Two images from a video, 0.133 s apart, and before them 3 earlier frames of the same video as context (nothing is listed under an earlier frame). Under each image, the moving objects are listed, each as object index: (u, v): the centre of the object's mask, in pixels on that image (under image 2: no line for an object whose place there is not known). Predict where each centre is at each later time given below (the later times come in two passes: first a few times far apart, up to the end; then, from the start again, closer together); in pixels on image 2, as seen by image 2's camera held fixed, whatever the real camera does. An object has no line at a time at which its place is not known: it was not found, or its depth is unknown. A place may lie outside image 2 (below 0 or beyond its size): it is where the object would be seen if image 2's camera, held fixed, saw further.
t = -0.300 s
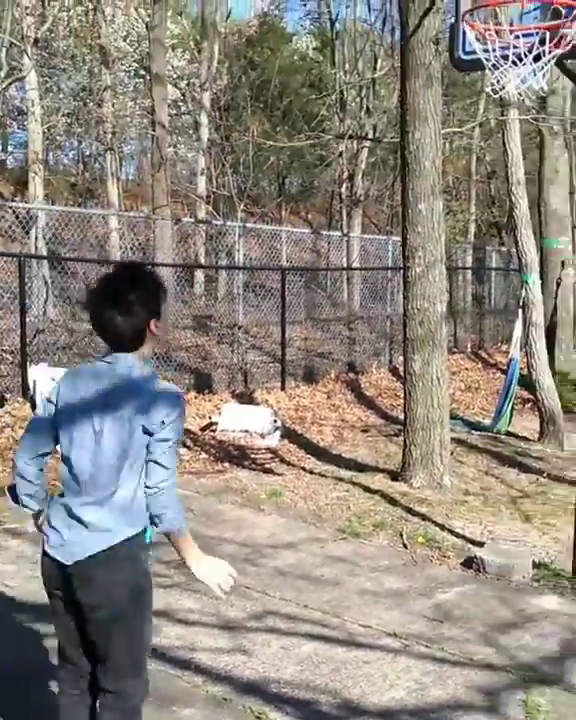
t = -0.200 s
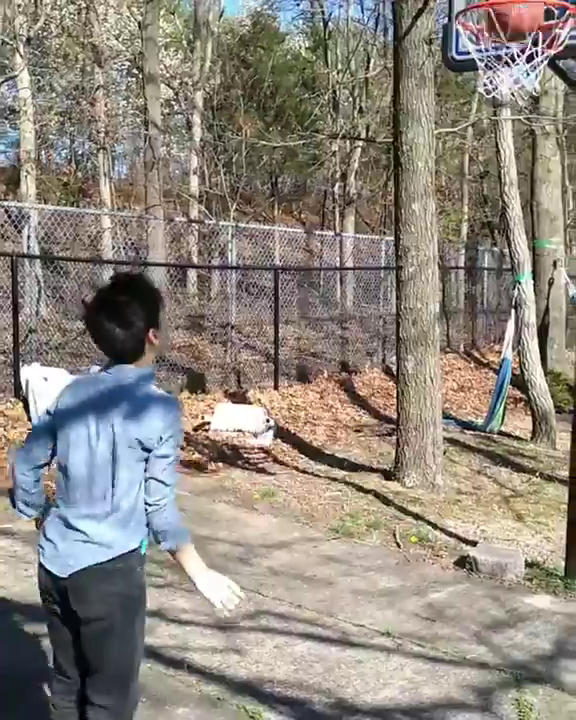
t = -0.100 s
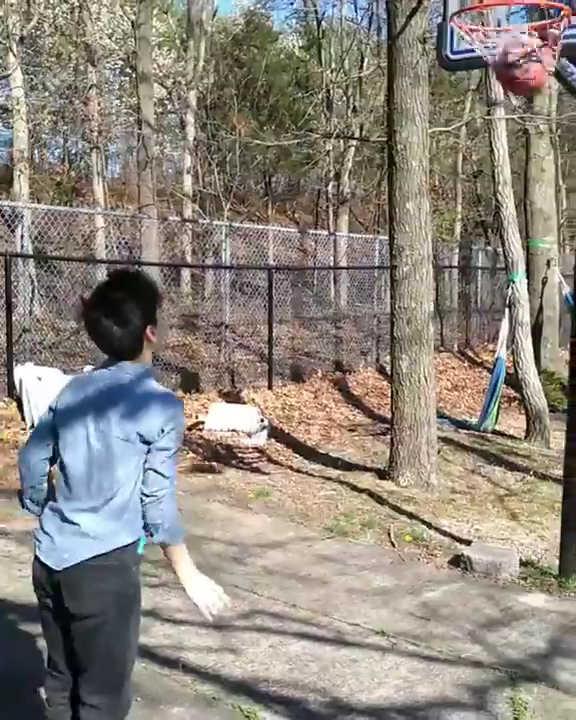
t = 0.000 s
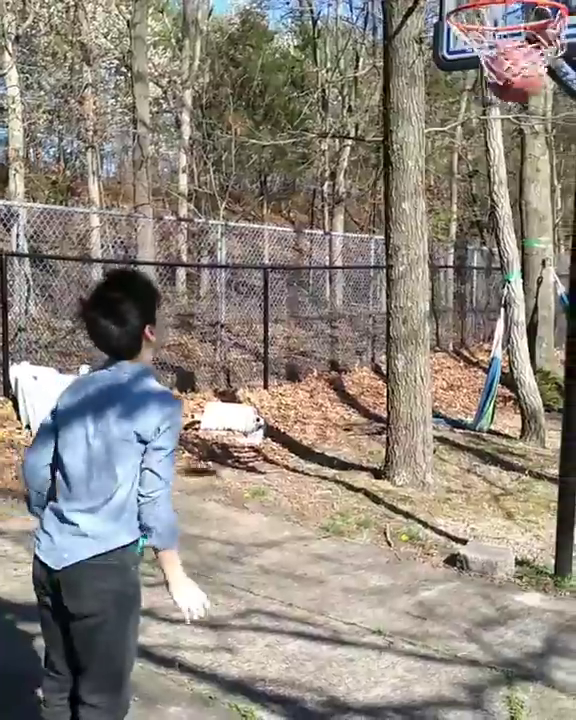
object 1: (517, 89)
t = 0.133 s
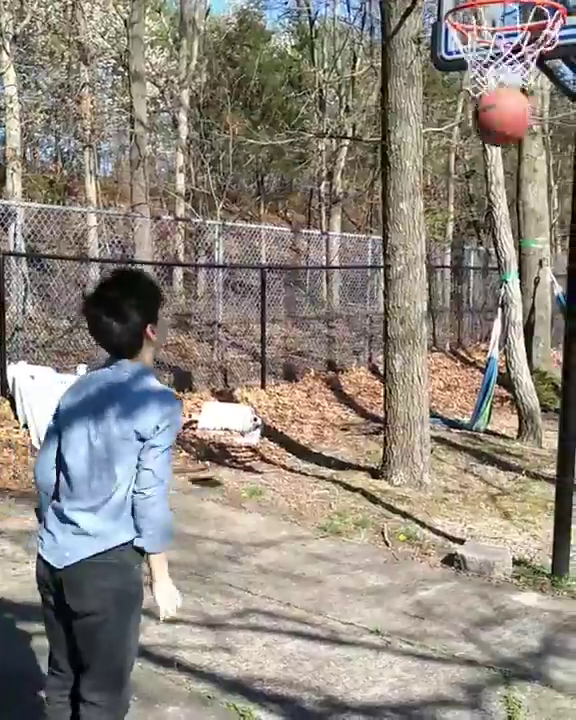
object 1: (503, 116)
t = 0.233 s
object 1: (494, 180)
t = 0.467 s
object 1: (471, 427)
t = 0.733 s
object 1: (450, 535)
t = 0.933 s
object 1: (444, 396)
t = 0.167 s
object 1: (499, 134)
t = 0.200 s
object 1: (496, 156)
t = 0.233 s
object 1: (494, 180)
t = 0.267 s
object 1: (493, 207)
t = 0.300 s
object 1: (489, 237)
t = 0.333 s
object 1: (486, 269)
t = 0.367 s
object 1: (482, 305)
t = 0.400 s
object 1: (479, 342)
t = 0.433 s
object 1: (475, 384)
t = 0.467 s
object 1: (471, 427)
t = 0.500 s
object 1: (468, 475)
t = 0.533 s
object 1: (462, 525)
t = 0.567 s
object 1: (458, 577)
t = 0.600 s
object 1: (453, 635)
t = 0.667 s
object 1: (451, 601)
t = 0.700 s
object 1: (450, 566)
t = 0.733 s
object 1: (450, 535)
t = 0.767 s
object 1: (450, 507)
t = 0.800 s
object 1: (451, 477)
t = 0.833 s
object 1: (449, 453)
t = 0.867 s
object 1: (447, 431)
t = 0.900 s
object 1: (445, 413)
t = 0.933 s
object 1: (444, 396)
